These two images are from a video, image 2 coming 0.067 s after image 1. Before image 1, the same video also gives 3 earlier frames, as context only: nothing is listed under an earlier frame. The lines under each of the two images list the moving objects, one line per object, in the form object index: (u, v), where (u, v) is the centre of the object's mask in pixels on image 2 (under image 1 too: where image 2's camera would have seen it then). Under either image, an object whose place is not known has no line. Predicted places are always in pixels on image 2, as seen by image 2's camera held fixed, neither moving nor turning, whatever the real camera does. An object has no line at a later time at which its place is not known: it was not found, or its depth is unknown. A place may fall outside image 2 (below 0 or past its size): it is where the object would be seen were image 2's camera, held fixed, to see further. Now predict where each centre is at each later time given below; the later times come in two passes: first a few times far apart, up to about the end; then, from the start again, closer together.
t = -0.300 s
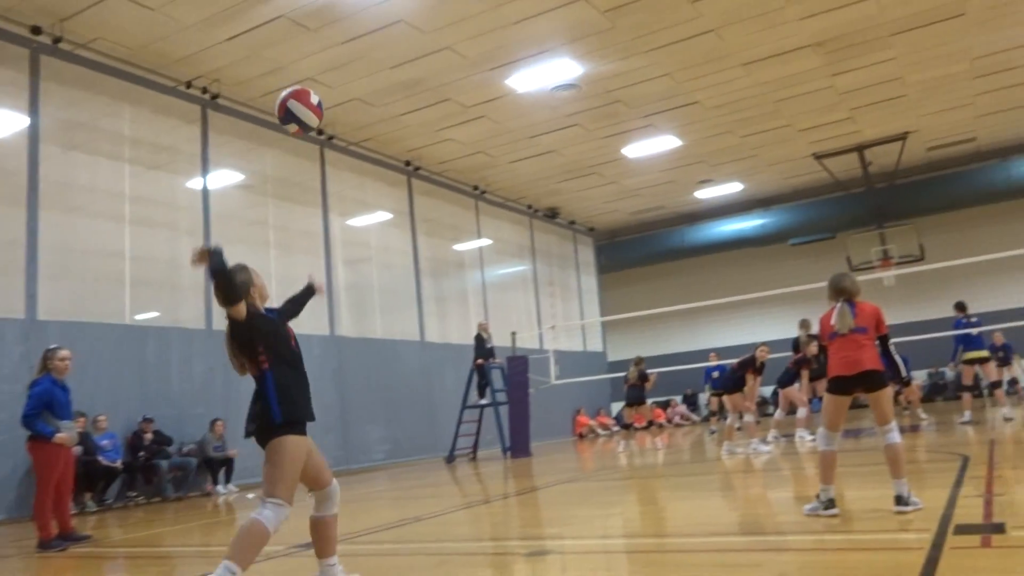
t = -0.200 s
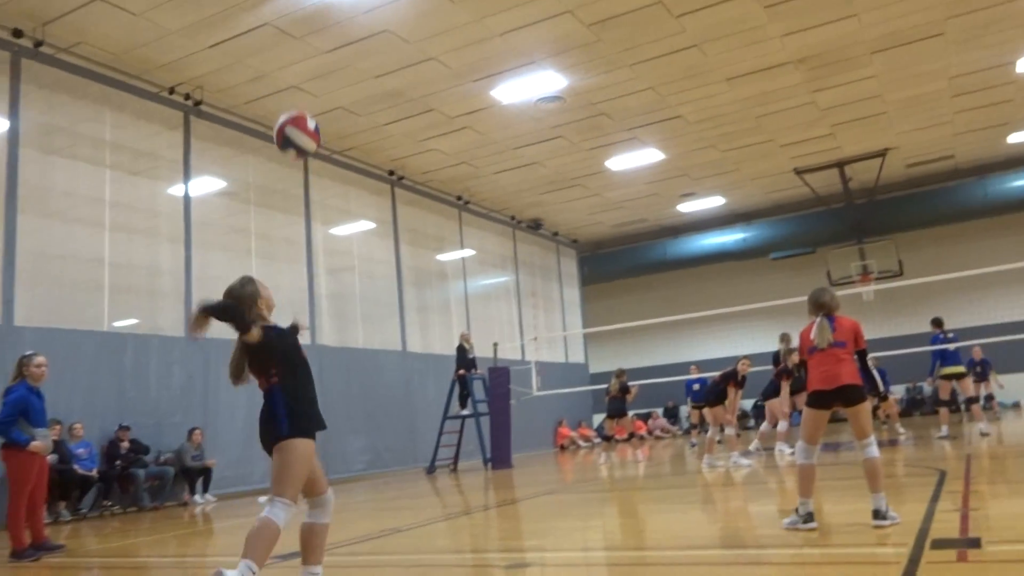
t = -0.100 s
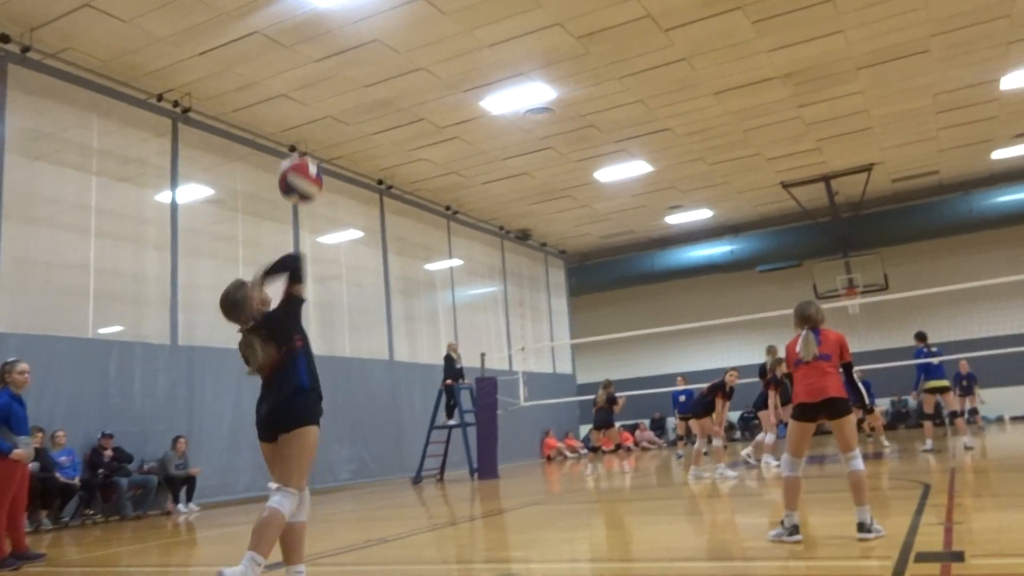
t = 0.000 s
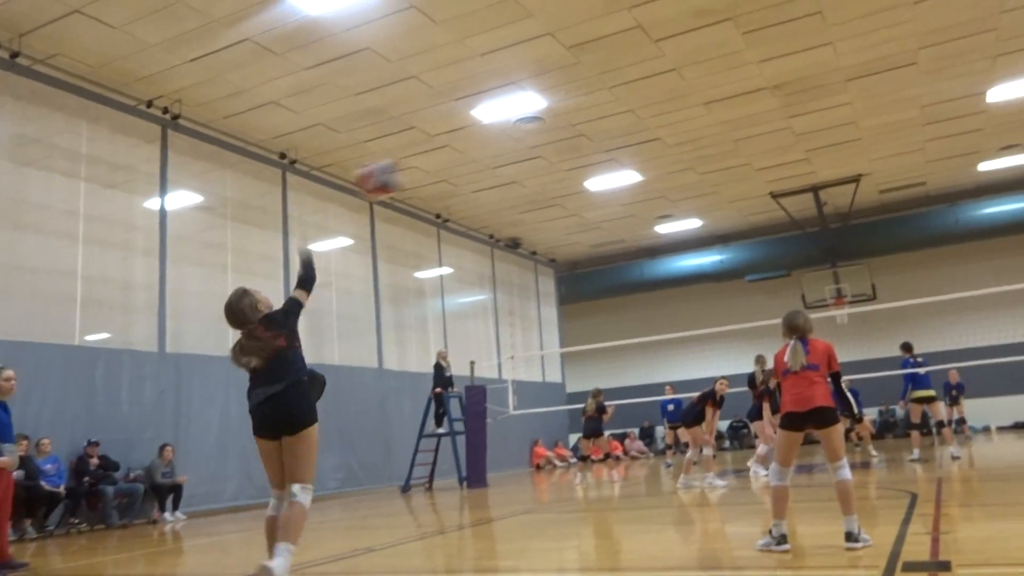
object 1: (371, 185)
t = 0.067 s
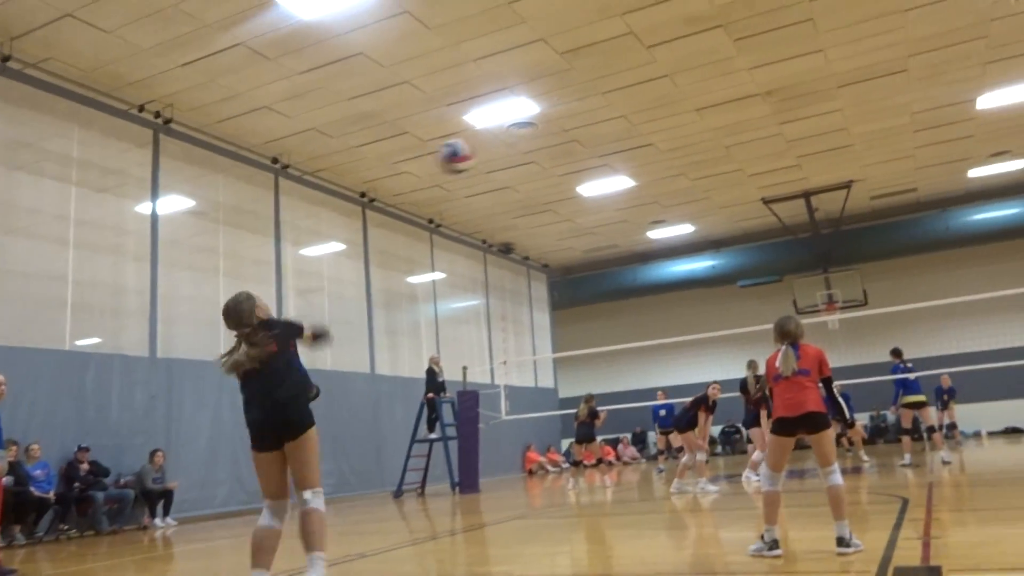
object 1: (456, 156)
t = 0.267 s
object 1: (620, 129)
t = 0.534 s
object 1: (750, 159)
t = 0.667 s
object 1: (794, 189)
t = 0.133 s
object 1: (521, 137)
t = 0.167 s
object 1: (551, 134)
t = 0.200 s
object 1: (575, 131)
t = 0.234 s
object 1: (598, 130)
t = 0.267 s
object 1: (620, 129)
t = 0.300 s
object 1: (640, 129)
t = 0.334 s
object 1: (658, 130)
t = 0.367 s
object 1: (676, 133)
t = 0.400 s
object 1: (693, 137)
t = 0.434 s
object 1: (707, 141)
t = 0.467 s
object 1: (723, 146)
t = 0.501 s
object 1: (736, 153)
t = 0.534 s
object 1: (750, 159)
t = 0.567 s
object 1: (763, 166)
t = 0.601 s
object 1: (773, 174)
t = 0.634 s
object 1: (783, 181)
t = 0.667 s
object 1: (794, 189)
